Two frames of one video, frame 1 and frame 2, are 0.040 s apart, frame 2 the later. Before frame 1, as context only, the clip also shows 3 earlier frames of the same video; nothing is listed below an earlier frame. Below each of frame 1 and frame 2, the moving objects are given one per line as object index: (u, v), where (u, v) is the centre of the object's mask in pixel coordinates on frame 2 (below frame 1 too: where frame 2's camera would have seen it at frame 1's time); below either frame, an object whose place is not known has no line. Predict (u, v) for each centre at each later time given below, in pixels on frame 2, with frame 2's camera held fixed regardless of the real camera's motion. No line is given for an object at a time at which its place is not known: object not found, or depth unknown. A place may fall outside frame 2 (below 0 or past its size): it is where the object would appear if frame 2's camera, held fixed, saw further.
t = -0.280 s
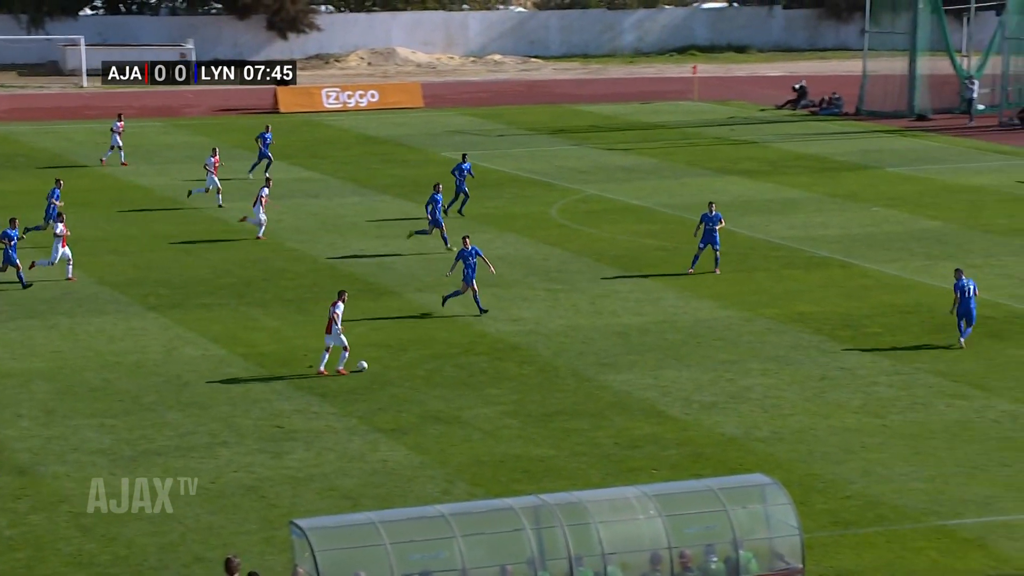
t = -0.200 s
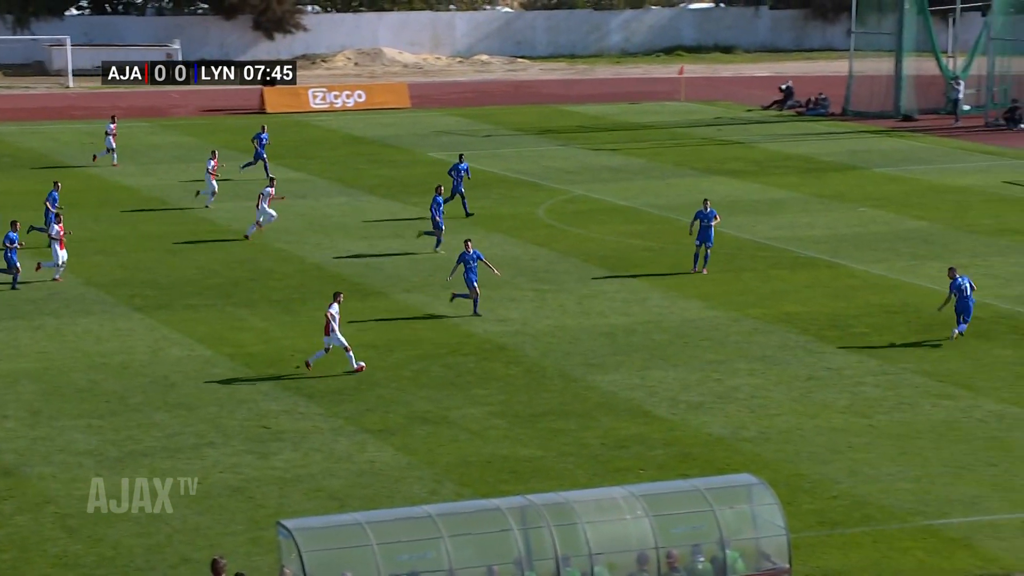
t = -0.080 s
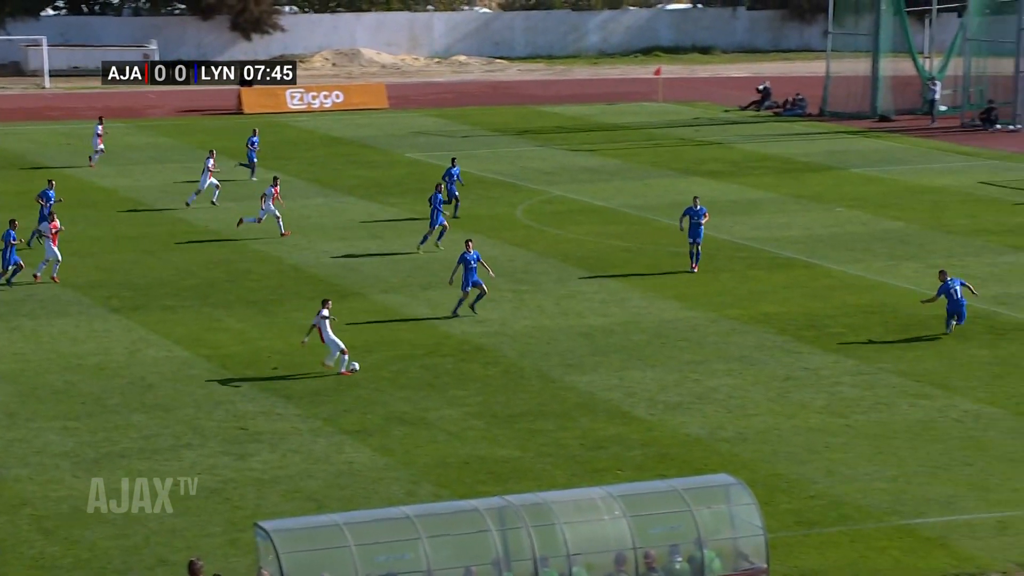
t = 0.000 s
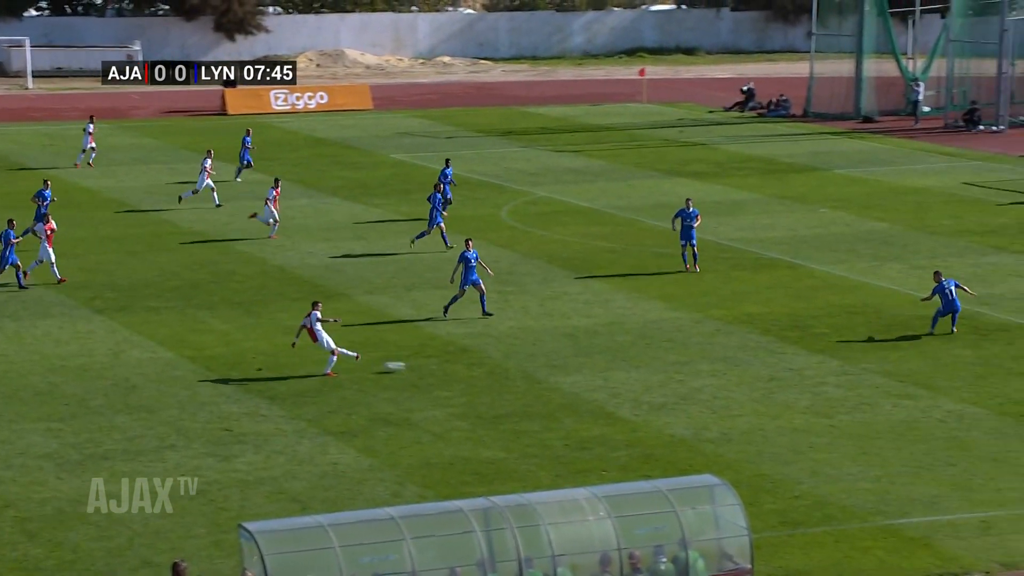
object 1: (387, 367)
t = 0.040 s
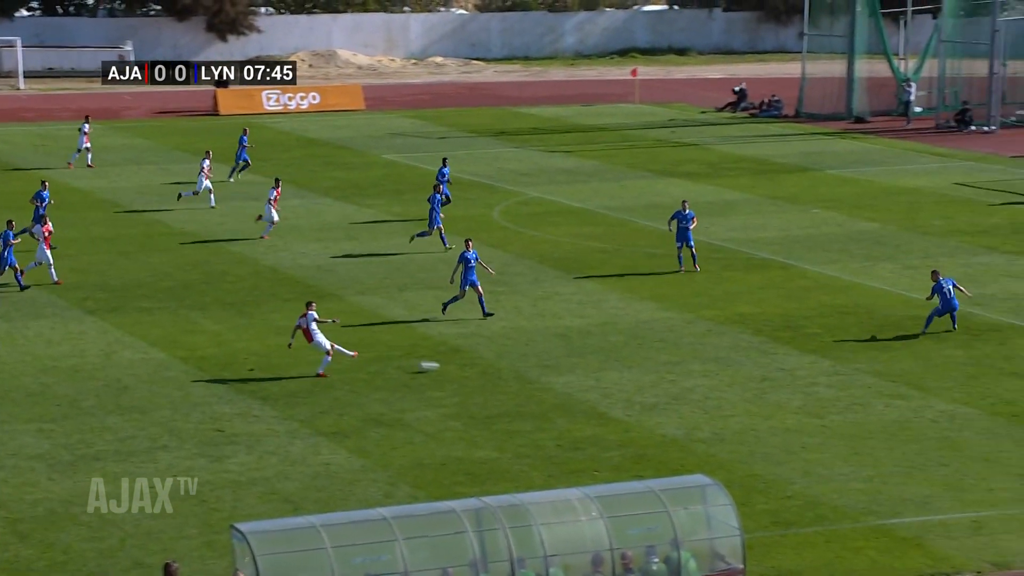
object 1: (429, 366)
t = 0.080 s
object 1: (469, 366)
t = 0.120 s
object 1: (508, 365)
